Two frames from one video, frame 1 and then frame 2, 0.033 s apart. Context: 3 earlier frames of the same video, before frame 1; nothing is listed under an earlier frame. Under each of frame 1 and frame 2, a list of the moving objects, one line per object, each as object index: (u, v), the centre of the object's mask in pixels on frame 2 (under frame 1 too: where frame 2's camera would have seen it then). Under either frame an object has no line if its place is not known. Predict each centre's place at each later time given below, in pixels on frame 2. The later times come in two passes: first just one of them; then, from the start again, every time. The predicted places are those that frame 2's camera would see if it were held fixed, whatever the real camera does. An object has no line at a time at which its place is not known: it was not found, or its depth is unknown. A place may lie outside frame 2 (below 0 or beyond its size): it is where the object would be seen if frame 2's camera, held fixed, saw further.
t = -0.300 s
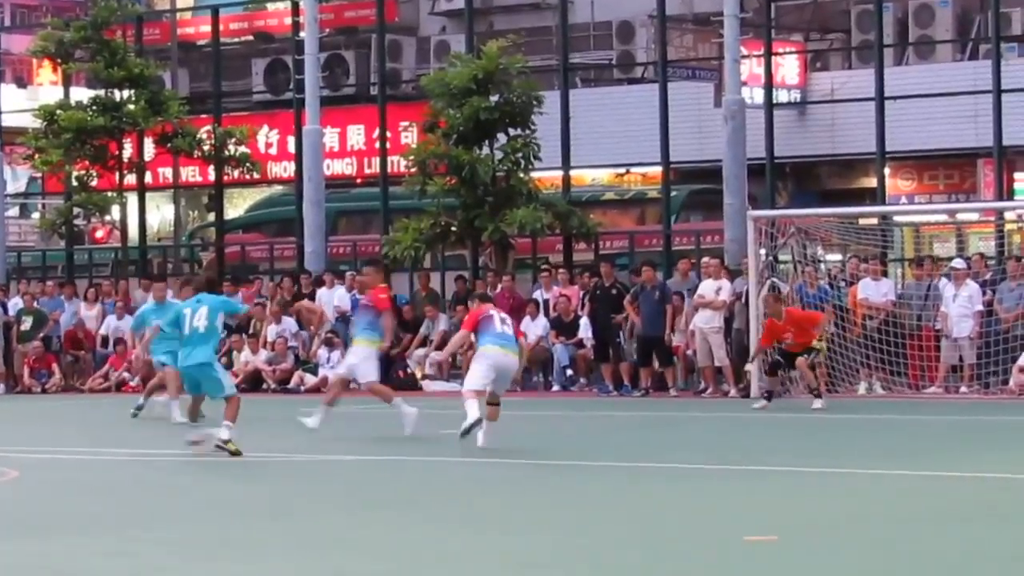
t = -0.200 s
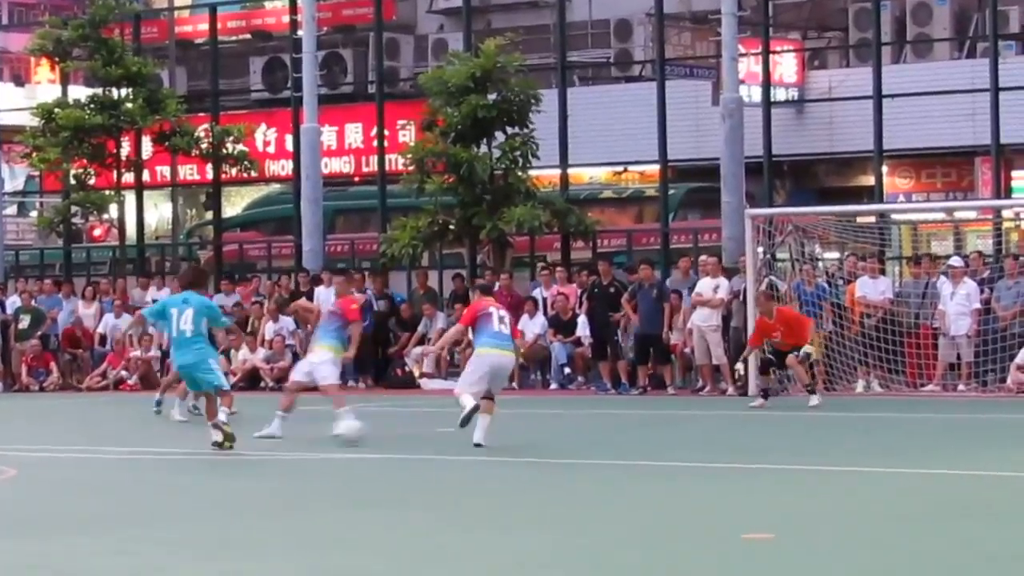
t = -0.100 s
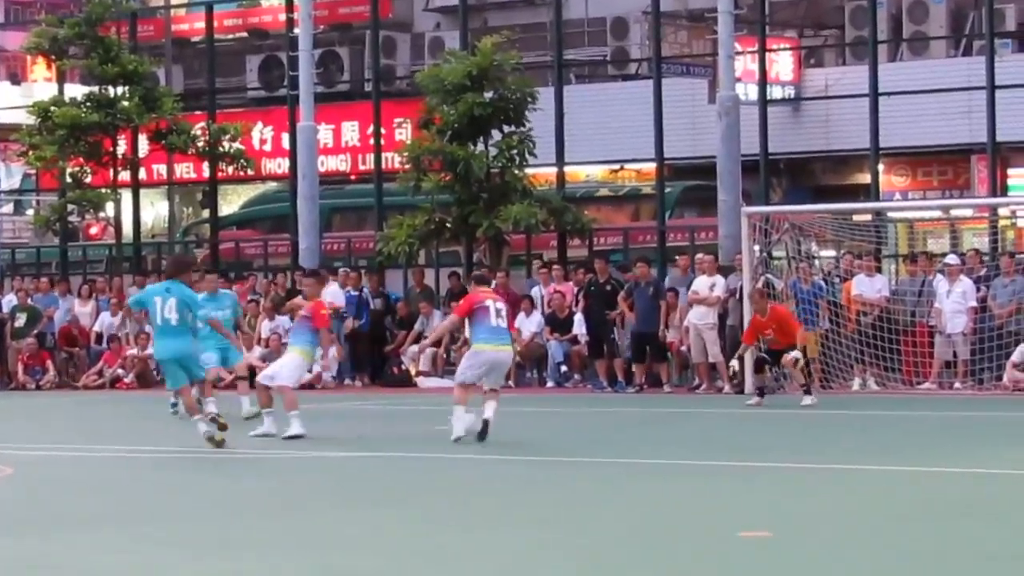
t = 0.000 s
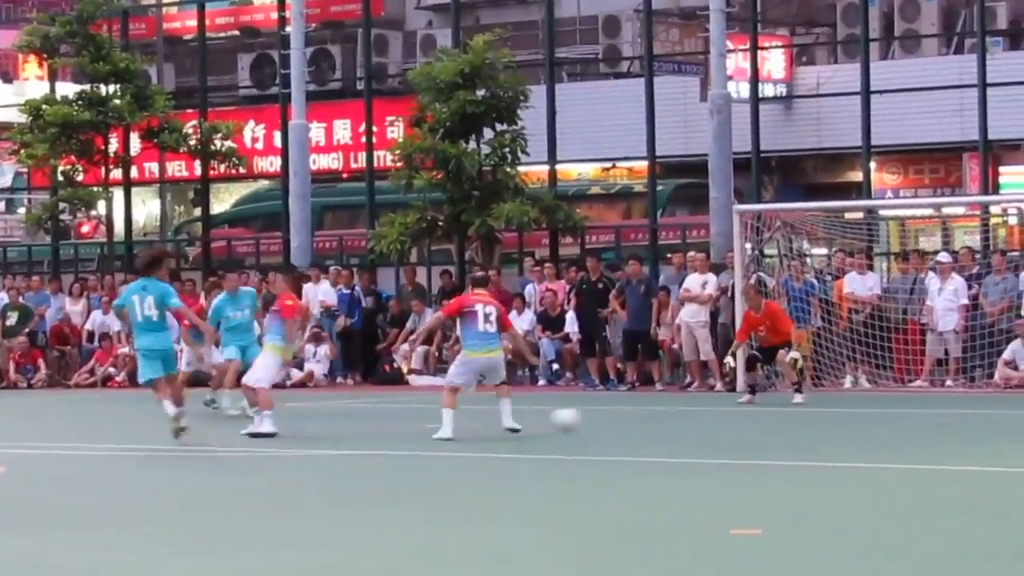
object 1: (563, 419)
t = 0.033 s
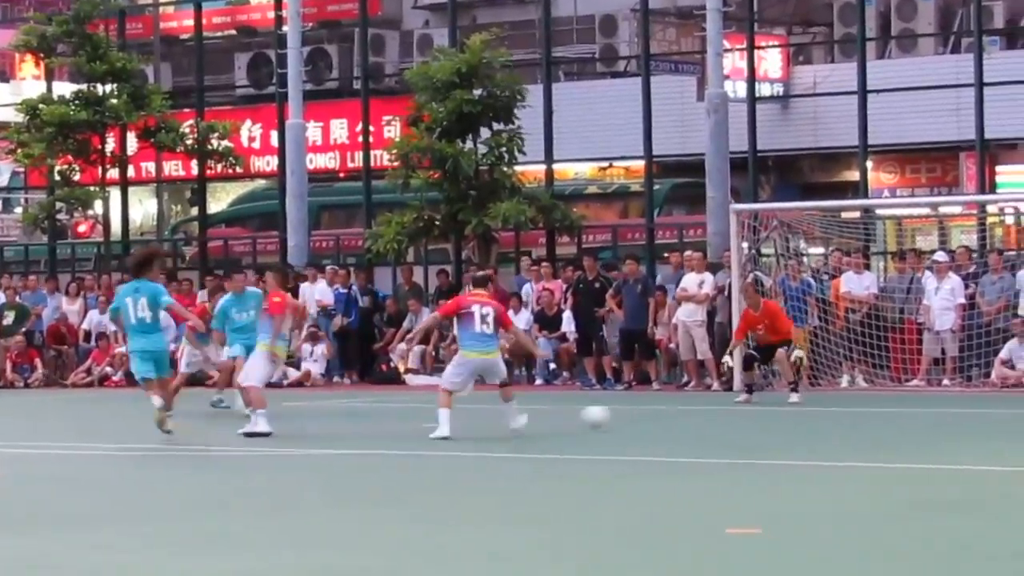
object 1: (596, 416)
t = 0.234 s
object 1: (773, 412)
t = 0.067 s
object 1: (628, 415)
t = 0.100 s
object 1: (661, 417)
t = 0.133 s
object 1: (689, 415)
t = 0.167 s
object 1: (718, 412)
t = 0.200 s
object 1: (745, 411)
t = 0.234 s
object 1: (773, 412)
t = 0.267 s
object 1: (798, 413)
